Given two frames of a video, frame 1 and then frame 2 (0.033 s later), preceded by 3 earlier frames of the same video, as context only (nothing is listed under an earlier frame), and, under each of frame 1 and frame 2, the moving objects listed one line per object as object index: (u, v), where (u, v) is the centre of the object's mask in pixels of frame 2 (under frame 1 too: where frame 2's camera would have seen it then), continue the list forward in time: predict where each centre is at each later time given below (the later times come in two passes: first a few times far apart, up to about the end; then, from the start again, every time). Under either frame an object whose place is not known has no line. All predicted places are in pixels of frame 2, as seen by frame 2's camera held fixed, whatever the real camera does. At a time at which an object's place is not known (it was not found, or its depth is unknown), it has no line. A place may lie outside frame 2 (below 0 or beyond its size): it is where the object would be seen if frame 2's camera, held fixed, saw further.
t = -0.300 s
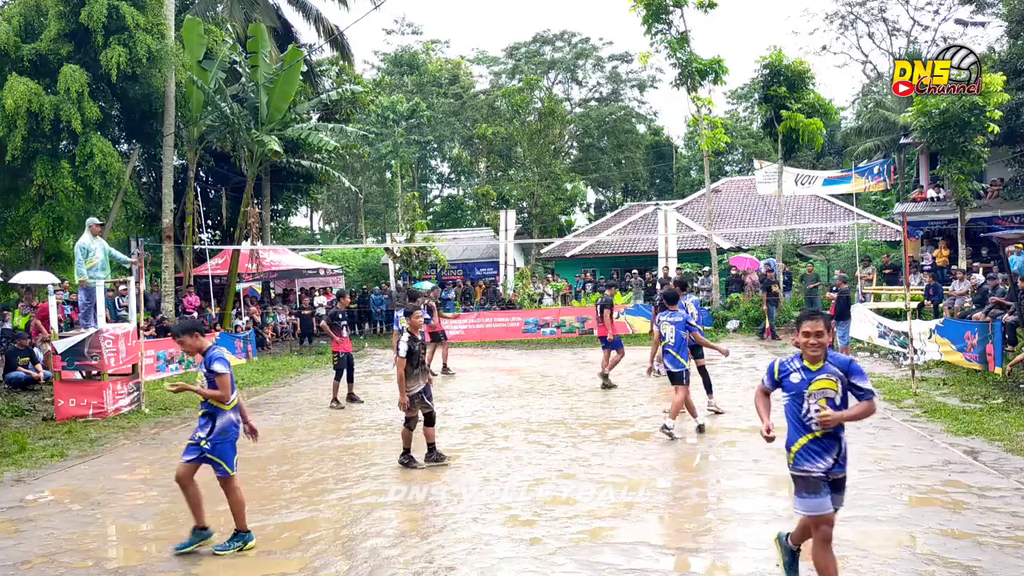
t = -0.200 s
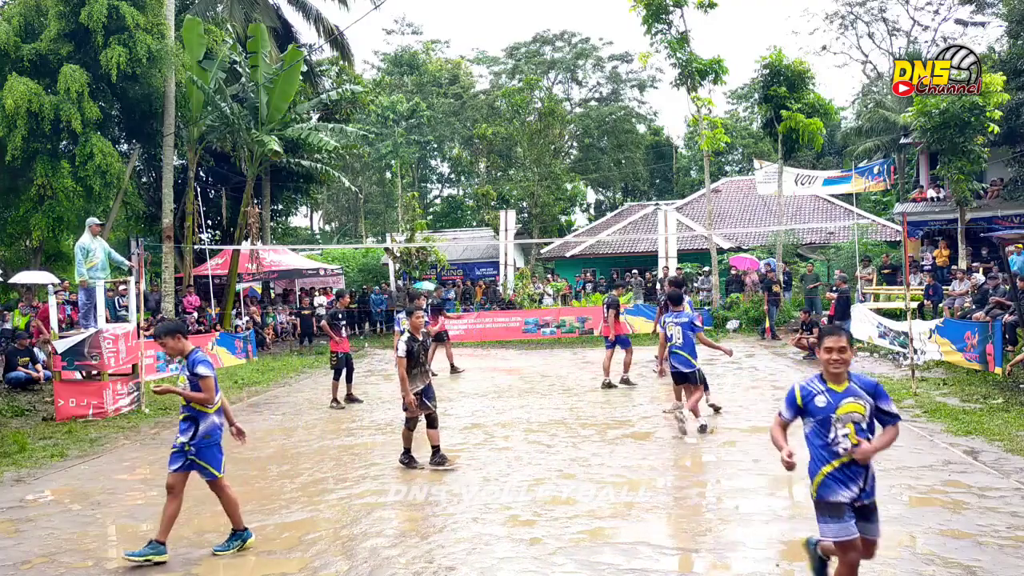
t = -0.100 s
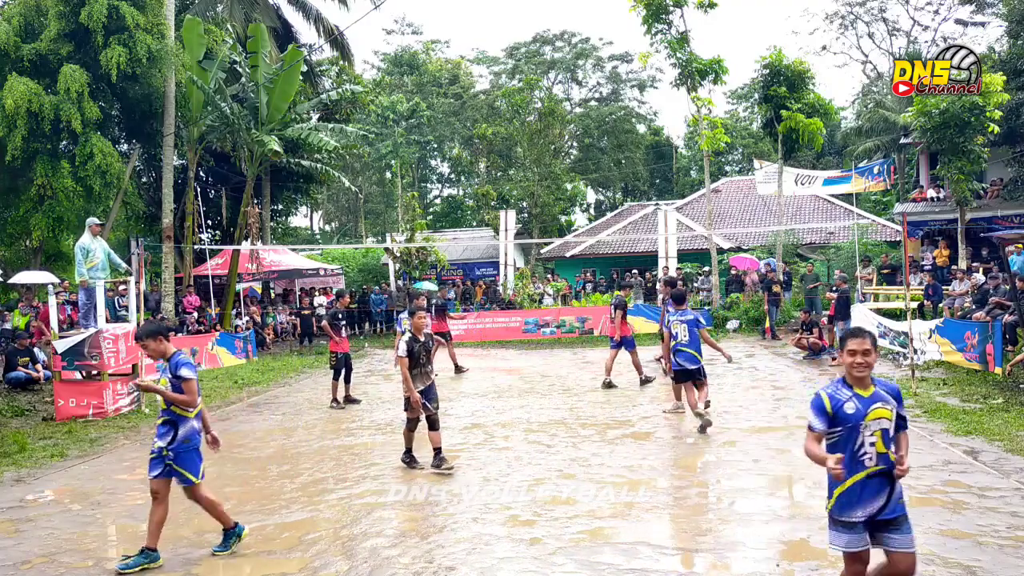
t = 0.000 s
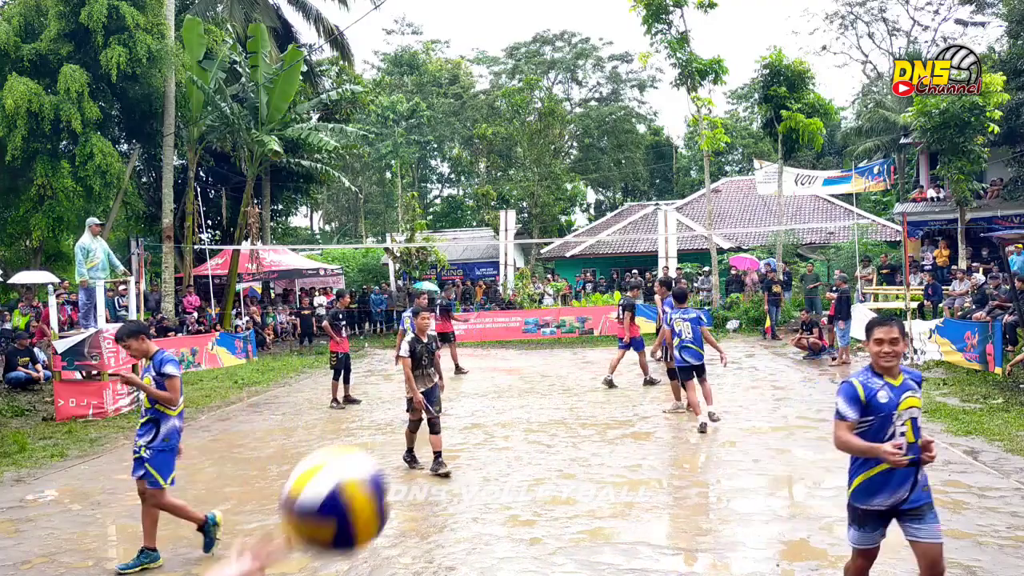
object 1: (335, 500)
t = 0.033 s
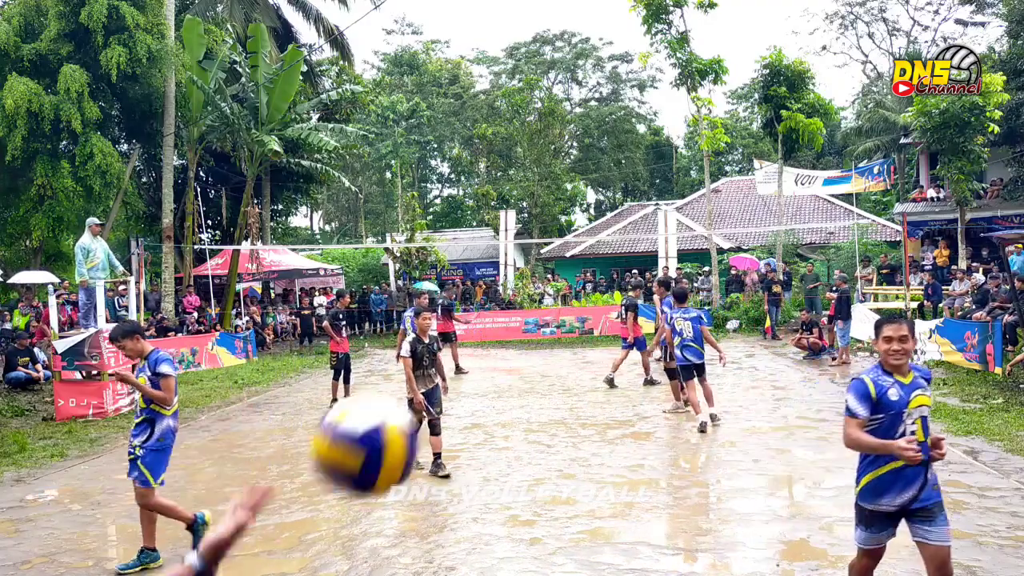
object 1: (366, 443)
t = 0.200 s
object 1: (498, 264)
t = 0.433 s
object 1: (655, 229)
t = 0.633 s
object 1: (770, 358)
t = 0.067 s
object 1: (395, 395)
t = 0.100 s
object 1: (422, 353)
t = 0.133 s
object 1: (448, 318)
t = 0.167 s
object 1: (473, 288)
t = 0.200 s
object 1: (498, 264)
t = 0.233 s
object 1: (523, 244)
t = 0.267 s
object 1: (547, 231)
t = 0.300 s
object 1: (569, 222)
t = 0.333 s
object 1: (591, 217)
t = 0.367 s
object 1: (613, 217)
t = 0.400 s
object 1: (634, 221)
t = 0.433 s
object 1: (655, 229)
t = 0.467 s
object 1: (675, 242)
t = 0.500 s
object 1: (695, 259)
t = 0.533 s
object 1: (715, 279)
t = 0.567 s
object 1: (734, 301)
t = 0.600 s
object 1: (752, 327)
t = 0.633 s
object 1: (770, 358)
